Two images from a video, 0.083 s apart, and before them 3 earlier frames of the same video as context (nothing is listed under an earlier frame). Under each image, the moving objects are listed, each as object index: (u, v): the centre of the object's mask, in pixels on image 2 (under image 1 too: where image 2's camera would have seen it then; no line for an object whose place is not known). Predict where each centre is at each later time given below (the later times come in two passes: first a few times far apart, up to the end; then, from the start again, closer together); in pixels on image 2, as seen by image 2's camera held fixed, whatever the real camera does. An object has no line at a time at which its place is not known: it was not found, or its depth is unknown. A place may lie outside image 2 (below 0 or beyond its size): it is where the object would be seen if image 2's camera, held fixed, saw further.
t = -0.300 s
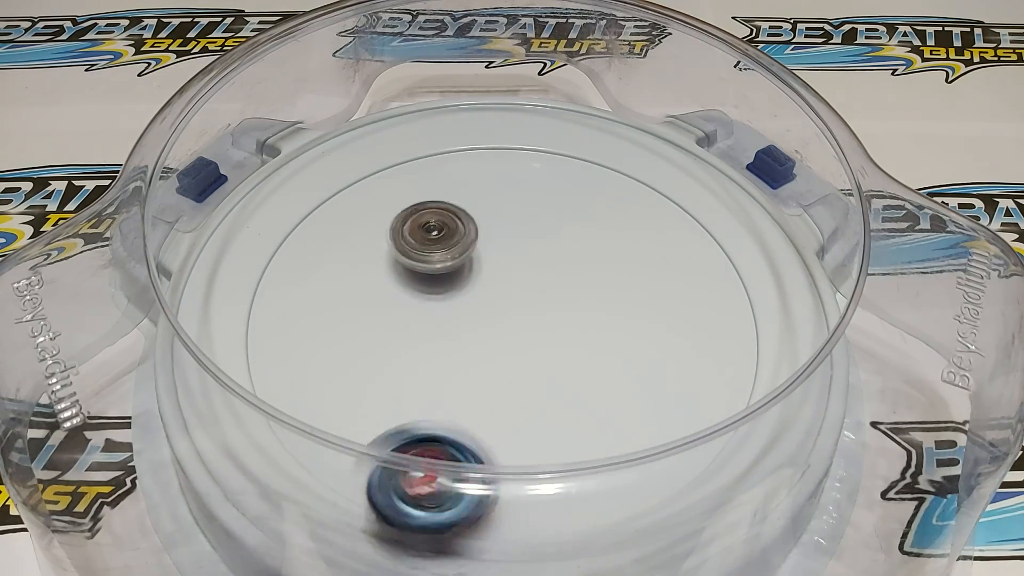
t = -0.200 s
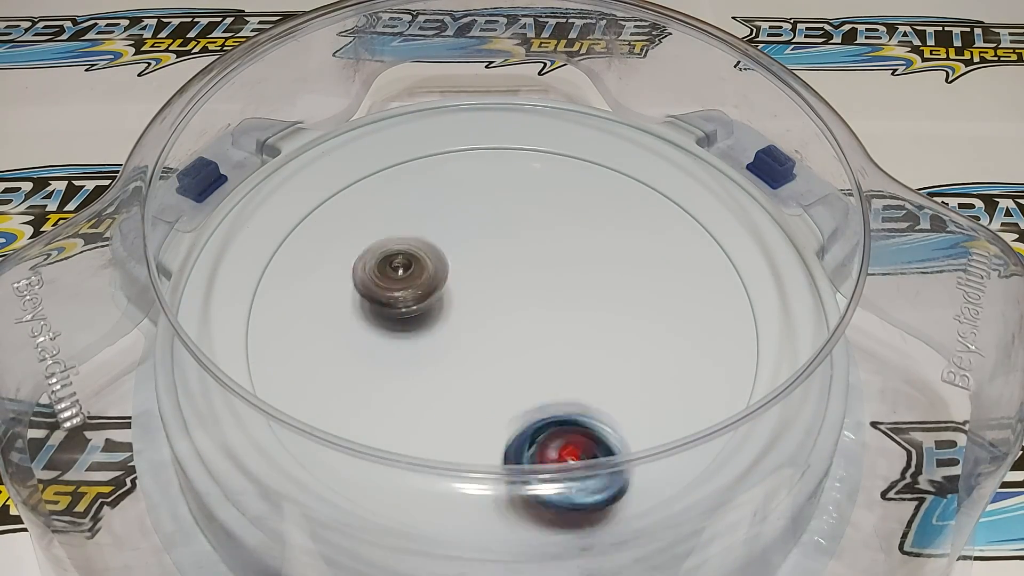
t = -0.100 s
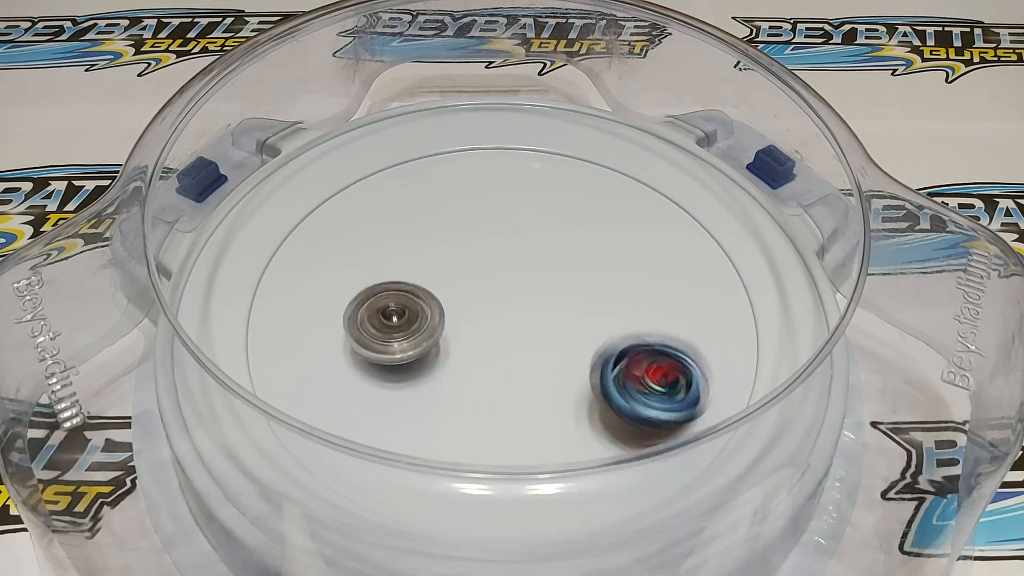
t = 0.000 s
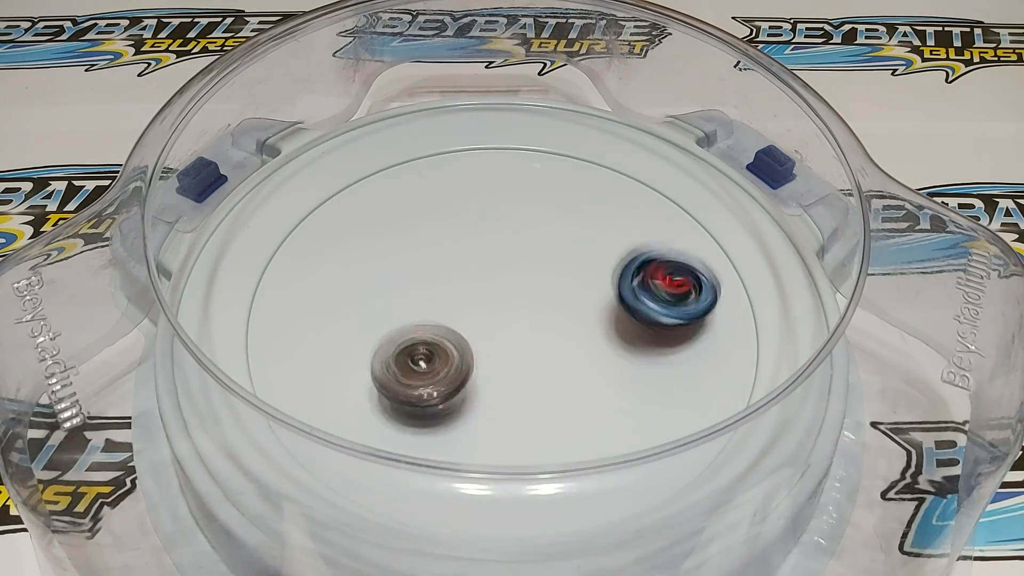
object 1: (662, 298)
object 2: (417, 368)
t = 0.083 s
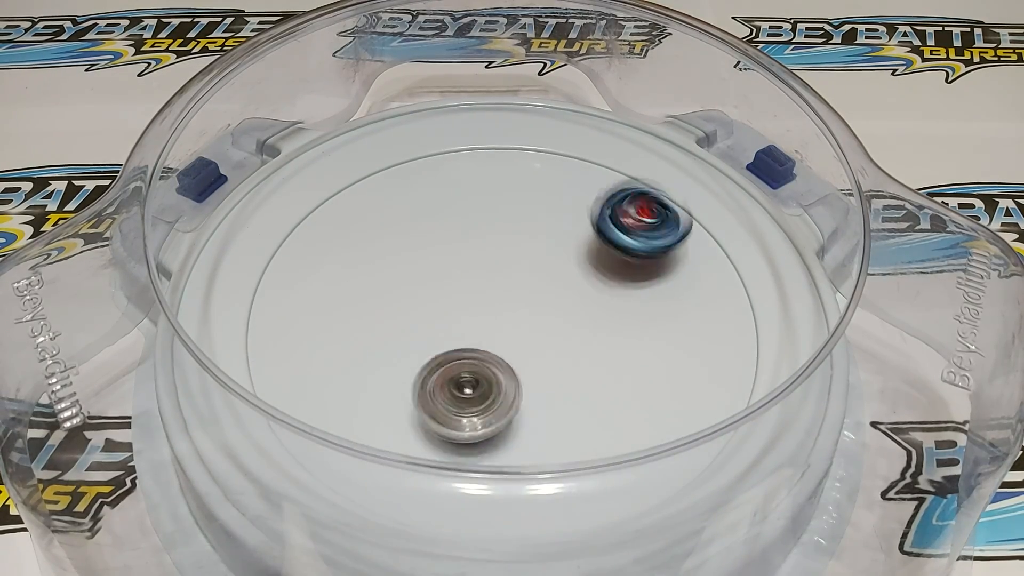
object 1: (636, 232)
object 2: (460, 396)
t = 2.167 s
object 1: (688, 326)
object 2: (410, 370)
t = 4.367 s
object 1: (617, 454)
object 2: (390, 330)
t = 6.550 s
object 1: (412, 407)
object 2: (392, 278)
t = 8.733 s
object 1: (377, 344)
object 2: (440, 234)
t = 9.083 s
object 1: (605, 409)
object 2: (450, 367)
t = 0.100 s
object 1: (629, 220)
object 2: (471, 400)
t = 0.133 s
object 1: (609, 199)
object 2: (499, 404)
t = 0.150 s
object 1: (600, 187)
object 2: (512, 403)
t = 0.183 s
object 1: (575, 170)
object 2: (529, 399)
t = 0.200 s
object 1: (563, 162)
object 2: (540, 398)
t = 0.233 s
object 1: (536, 149)
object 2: (557, 392)
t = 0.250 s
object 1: (523, 145)
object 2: (568, 387)
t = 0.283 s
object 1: (493, 138)
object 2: (586, 371)
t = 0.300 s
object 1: (479, 136)
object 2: (599, 363)
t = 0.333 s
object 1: (449, 138)
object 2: (605, 346)
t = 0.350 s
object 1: (436, 142)
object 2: (609, 338)
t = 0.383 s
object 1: (408, 152)
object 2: (612, 320)
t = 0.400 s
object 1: (395, 159)
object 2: (614, 309)
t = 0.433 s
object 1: (370, 177)
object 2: (610, 288)
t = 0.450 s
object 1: (359, 187)
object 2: (607, 281)
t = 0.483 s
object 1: (342, 211)
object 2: (597, 265)
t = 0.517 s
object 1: (330, 240)
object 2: (583, 251)
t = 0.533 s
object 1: (330, 256)
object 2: (578, 243)
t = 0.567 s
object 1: (328, 287)
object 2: (561, 231)
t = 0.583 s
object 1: (333, 303)
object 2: (551, 227)
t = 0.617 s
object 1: (343, 334)
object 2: (530, 220)
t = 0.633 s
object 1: (352, 349)
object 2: (519, 217)
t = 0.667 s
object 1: (372, 376)
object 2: (497, 214)
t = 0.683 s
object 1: (387, 390)
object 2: (486, 213)
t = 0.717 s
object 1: (418, 407)
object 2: (465, 214)
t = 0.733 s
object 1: (437, 415)
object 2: (455, 216)
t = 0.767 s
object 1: (474, 442)
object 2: (435, 223)
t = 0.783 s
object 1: (495, 448)
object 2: (426, 227)
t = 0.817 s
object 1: (538, 453)
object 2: (411, 236)
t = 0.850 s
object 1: (580, 455)
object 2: (396, 246)
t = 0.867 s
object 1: (604, 452)
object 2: (389, 254)
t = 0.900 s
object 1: (643, 445)
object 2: (379, 271)
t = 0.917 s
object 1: (663, 438)
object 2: (371, 281)
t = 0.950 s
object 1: (694, 422)
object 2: (368, 298)
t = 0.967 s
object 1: (709, 412)
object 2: (367, 303)
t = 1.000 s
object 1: (725, 377)
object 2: (375, 324)
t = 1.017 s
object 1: (735, 364)
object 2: (373, 335)
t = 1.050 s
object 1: (739, 349)
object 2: (386, 356)
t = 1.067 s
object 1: (739, 334)
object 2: (395, 365)
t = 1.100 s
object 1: (731, 307)
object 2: (417, 375)
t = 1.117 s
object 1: (725, 294)
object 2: (424, 384)
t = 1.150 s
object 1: (705, 271)
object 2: (447, 397)
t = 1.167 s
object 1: (699, 252)
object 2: (462, 401)
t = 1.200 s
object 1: (667, 242)
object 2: (497, 402)
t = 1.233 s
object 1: (638, 226)
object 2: (520, 402)
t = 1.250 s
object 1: (621, 220)
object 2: (532, 401)
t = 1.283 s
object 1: (590, 208)
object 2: (562, 393)
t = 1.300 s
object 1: (573, 204)
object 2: (571, 384)
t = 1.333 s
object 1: (540, 198)
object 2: (591, 374)
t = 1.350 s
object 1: (523, 196)
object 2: (597, 368)
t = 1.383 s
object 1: (491, 192)
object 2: (615, 350)
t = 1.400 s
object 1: (474, 192)
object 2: (618, 339)
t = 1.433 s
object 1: (443, 192)
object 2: (623, 323)
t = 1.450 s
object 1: (427, 192)
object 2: (624, 315)
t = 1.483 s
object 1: (396, 189)
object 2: (624, 296)
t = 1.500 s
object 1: (379, 190)
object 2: (622, 285)
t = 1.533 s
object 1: (350, 197)
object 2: (615, 271)
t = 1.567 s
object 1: (323, 211)
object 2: (608, 256)
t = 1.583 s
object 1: (311, 226)
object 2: (603, 248)
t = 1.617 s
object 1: (290, 242)
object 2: (589, 235)
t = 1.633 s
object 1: (280, 253)
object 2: (581, 230)
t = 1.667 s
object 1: (267, 275)
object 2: (562, 220)
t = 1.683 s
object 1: (259, 281)
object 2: (553, 216)
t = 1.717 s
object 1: (262, 315)
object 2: (534, 209)
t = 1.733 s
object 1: (264, 331)
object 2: (523, 208)
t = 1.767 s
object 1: (280, 353)
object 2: (501, 207)
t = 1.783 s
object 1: (291, 364)
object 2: (492, 206)
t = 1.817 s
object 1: (320, 383)
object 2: (471, 209)
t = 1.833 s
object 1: (337, 391)
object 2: (460, 211)
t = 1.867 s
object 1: (377, 406)
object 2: (440, 220)
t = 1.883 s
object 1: (399, 413)
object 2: (432, 224)
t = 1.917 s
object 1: (443, 421)
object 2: (415, 233)
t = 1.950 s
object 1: (487, 423)
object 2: (397, 250)
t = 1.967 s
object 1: (510, 422)
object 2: (395, 258)
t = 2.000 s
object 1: (552, 417)
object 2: (386, 271)
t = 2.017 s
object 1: (570, 412)
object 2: (378, 282)
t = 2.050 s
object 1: (607, 400)
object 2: (376, 305)
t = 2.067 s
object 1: (623, 392)
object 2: (377, 316)
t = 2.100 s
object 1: (651, 373)
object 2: (382, 330)
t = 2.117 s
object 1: (662, 361)
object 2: (387, 340)
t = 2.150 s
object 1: (681, 339)
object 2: (398, 362)
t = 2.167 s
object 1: (688, 326)
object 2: (410, 370)
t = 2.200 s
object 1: (699, 301)
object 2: (425, 381)
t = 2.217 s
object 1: (701, 289)
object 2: (436, 389)
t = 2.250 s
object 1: (704, 265)
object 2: (458, 401)
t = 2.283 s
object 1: (700, 242)
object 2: (483, 403)
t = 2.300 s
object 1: (697, 231)
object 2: (497, 406)
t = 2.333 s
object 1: (684, 209)
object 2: (521, 407)
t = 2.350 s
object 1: (675, 201)
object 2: (539, 404)
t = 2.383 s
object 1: (654, 184)
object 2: (557, 397)
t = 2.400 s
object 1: (643, 178)
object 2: (566, 395)
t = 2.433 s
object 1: (616, 168)
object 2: (592, 382)
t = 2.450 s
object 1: (602, 166)
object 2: (596, 373)
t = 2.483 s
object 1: (571, 162)
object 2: (610, 363)
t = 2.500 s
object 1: (557, 163)
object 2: (617, 353)
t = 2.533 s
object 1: (524, 165)
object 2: (625, 334)
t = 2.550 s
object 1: (510, 170)
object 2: (628, 326)
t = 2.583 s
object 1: (478, 178)
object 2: (630, 309)
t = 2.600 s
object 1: (464, 184)
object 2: (629, 297)
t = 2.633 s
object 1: (435, 197)
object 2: (623, 282)
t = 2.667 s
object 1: (410, 205)
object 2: (618, 266)
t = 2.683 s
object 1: (397, 215)
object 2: (611, 258)
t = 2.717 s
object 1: (375, 233)
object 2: (596, 246)
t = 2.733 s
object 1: (363, 241)
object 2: (587, 240)
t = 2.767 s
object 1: (345, 263)
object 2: (569, 229)
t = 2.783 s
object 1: (336, 273)
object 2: (559, 225)
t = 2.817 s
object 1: (323, 298)
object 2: (537, 219)
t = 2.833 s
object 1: (317, 309)
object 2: (527, 217)
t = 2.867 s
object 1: (313, 343)
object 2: (504, 214)
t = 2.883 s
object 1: (308, 350)
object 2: (493, 215)
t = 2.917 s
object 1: (314, 373)
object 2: (471, 214)
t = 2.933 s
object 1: (320, 385)
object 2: (462, 218)
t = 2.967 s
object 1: (333, 418)
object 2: (441, 225)
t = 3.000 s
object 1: (355, 441)
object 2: (424, 231)
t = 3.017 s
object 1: (370, 452)
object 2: (415, 237)
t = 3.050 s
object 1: (401, 470)
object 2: (400, 251)
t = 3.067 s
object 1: (422, 476)
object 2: (395, 258)
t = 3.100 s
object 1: (464, 480)
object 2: (384, 270)
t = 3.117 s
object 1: (486, 476)
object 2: (376, 280)
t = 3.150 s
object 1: (527, 471)
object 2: (376, 297)
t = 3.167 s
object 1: (545, 463)
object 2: (369, 303)
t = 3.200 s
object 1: (577, 430)
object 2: (370, 323)
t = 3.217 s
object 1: (592, 423)
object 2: (372, 334)
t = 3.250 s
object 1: (617, 409)
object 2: (380, 347)
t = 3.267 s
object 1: (627, 400)
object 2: (384, 356)
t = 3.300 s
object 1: (643, 378)
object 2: (403, 373)
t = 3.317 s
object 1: (648, 365)
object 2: (406, 376)
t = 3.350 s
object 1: (656, 339)
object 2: (423, 392)
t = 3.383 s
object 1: (657, 311)
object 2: (448, 399)
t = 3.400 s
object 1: (656, 299)
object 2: (459, 403)
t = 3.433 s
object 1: (650, 273)
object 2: (483, 408)
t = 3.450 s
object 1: (647, 261)
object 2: (502, 407)
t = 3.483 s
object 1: (636, 238)
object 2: (522, 404)
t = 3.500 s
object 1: (632, 227)
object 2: (533, 402)
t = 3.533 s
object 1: (616, 208)
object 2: (555, 390)
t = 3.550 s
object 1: (610, 198)
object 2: (565, 386)
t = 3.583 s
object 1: (591, 182)
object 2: (585, 373)
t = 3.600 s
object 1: (581, 173)
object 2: (594, 364)
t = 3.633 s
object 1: (558, 161)
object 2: (601, 352)
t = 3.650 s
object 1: (545, 156)
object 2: (606, 342)
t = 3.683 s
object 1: (519, 150)
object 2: (613, 325)
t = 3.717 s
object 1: (493, 147)
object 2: (616, 307)
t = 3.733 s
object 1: (480, 148)
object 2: (614, 297)
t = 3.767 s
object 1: (453, 152)
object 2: (609, 284)
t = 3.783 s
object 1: (440, 157)
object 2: (604, 275)
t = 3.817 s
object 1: (415, 168)
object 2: (596, 261)
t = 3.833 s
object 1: (405, 176)
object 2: (591, 255)
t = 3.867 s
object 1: (383, 195)
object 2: (577, 242)
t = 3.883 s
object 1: (375, 205)
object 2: (571, 237)
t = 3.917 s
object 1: (360, 229)
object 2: (554, 228)
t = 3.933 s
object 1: (356, 241)
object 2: (546, 223)
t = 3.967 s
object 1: (350, 267)
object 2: (529, 219)
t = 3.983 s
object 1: (348, 279)
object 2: (518, 216)
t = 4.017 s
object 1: (349, 306)
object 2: (499, 213)
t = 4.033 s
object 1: (351, 319)
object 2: (489, 213)
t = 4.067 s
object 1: (358, 344)
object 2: (469, 212)
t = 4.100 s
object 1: (372, 370)
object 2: (450, 219)
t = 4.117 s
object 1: (379, 383)
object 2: (440, 223)
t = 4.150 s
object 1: (399, 401)
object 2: (427, 228)
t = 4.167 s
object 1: (410, 408)
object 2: (419, 235)
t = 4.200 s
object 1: (439, 421)
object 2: (406, 244)
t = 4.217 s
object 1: (457, 428)
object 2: (399, 252)
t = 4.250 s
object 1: (485, 448)
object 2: (390, 270)
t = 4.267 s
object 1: (506, 462)
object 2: (387, 274)
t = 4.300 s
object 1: (543, 466)
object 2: (382, 294)
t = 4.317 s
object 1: (564, 465)
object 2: (383, 305)
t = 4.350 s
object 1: (600, 460)
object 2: (387, 320)
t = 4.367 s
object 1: (617, 454)
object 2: (390, 330)
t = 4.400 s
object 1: (645, 441)
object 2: (402, 344)
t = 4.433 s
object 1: (669, 420)
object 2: (416, 362)
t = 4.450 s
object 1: (679, 401)
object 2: (426, 371)
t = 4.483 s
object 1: (691, 376)
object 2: (446, 380)
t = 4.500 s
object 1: (694, 366)
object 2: (457, 387)
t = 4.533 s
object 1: (687, 345)
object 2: (483, 392)
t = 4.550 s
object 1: (688, 325)
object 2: (495, 395)
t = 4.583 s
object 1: (672, 308)
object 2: (520, 397)
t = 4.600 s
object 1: (670, 290)
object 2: (532, 395)
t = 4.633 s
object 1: (653, 268)
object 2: (555, 391)
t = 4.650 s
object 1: (640, 266)
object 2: (566, 386)
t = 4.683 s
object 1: (619, 249)
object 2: (584, 378)
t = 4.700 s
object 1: (608, 240)
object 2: (593, 371)
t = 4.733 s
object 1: (584, 225)
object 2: (608, 358)
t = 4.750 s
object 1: (572, 218)
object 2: (614, 351)
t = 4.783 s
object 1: (549, 207)
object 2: (624, 335)
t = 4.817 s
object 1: (524, 195)
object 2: (628, 318)
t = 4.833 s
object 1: (511, 192)
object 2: (630, 309)
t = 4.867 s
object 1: (483, 184)
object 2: (623, 295)
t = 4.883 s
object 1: (470, 181)
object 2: (621, 284)
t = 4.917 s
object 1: (443, 178)
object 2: (613, 272)
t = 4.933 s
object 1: (429, 178)
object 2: (607, 264)
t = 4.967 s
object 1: (404, 180)
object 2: (596, 251)
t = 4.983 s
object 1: (391, 182)
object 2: (588, 246)
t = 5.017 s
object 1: (366, 190)
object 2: (572, 233)
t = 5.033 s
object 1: (353, 194)
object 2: (564, 231)
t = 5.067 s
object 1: (337, 210)
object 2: (545, 222)
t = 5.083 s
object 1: (328, 219)
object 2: (534, 220)
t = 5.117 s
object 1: (318, 239)
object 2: (513, 217)
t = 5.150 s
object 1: (312, 262)
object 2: (493, 218)
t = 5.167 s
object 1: (313, 274)
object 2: (482, 220)
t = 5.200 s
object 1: (317, 299)
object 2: (466, 222)
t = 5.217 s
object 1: (324, 312)
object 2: (452, 227)
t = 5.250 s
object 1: (341, 337)
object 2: (438, 232)
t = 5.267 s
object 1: (350, 348)
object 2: (429, 238)
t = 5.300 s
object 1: (376, 369)
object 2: (415, 247)
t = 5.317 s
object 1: (388, 373)
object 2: (408, 255)
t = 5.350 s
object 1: (421, 391)
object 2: (398, 270)
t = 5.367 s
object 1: (437, 400)
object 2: (393, 274)
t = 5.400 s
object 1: (471, 409)
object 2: (387, 295)
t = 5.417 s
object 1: (487, 412)
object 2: (386, 298)
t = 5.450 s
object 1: (523, 413)
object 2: (386, 319)
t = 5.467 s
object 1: (542, 414)
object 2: (389, 327)
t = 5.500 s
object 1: (577, 412)
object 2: (393, 342)
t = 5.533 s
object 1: (611, 407)
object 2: (404, 355)
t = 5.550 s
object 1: (625, 404)
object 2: (411, 363)
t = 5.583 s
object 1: (656, 392)
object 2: (426, 376)
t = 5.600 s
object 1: (668, 385)
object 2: (435, 382)
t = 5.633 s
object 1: (691, 371)
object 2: (455, 395)
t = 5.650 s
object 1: (698, 362)
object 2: (466, 396)
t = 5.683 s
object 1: (710, 339)
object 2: (488, 404)
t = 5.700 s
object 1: (714, 328)
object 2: (500, 402)
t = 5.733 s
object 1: (711, 306)
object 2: (522, 402)
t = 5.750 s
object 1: (708, 295)
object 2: (533, 396)
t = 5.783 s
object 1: (695, 275)
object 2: (553, 393)
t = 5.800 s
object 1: (688, 266)
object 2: (563, 389)
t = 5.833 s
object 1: (668, 252)
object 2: (579, 378)
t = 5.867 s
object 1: (645, 237)
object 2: (595, 364)
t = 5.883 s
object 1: (631, 232)
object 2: (599, 358)
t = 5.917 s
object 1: (605, 222)
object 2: (610, 340)
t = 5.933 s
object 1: (593, 211)
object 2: (609, 334)
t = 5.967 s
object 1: (561, 213)
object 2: (616, 315)
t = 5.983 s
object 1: (547, 212)
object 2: (612, 308)
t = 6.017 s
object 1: (517, 211)
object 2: (609, 289)
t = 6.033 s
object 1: (504, 210)
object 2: (605, 284)
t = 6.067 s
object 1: (477, 212)
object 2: (597, 268)
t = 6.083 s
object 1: (463, 212)
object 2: (591, 263)
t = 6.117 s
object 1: (435, 216)
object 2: (579, 250)
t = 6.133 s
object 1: (420, 218)
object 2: (577, 245)
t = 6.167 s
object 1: (396, 224)
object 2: (557, 235)
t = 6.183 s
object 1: (383, 228)
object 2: (550, 231)
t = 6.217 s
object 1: (360, 238)
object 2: (532, 226)
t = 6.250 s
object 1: (337, 250)
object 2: (516, 222)
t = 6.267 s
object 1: (327, 257)
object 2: (506, 221)
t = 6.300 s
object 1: (311, 275)
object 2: (488, 220)
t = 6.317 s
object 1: (305, 283)
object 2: (478, 221)
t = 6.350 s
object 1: (298, 304)
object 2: (465, 222)
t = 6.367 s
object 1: (295, 315)
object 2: (452, 226)
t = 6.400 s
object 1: (301, 338)
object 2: (440, 229)
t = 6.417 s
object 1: (306, 350)
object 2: (433, 234)
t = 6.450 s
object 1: (325, 369)
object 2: (419, 242)
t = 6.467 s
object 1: (336, 377)
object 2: (412, 248)
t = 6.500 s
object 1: (363, 390)
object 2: (402, 259)
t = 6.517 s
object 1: (380, 397)
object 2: (398, 267)
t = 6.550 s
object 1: (412, 407)
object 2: (392, 278)
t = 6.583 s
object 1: (451, 411)
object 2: (389, 298)
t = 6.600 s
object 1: (469, 413)
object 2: (389, 301)
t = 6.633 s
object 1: (504, 412)
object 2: (393, 322)
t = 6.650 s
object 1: (522, 410)
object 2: (396, 325)
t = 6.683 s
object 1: (554, 402)
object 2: (407, 345)
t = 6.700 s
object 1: (570, 397)
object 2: (412, 347)
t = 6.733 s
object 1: (597, 383)
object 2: (428, 364)
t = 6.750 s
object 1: (611, 377)
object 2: (437, 366)
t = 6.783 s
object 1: (634, 361)
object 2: (456, 379)
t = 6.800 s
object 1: (644, 350)
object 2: (467, 379)
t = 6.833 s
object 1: (659, 333)
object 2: (489, 388)
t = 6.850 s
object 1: (666, 322)
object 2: (500, 386)
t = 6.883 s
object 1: (676, 301)
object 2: (522, 387)
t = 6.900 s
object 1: (678, 290)
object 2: (533, 384)
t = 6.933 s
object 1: (679, 269)
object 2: (552, 380)
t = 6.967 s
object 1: (675, 250)
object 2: (569, 372)
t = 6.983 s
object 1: (670, 239)
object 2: (577, 367)
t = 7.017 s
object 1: (656, 224)
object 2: (591, 357)
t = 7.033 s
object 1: (647, 216)
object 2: (599, 348)
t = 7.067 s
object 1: (630, 204)
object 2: (603, 337)
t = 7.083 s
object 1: (618, 199)
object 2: (612, 327)
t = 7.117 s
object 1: (592, 193)
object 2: (612, 315)
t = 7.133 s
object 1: (579, 192)
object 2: (613, 304)
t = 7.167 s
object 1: (553, 190)
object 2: (611, 293)
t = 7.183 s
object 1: (539, 191)
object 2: (610, 283)
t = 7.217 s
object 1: (510, 196)
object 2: (602, 273)
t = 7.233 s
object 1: (499, 198)
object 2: (599, 264)
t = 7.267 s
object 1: (474, 207)
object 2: (587, 255)
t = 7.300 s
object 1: (449, 217)
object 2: (575, 245)
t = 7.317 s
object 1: (438, 223)
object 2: (567, 240)
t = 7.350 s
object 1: (417, 234)
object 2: (553, 233)
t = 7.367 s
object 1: (407, 242)
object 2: (544, 229)
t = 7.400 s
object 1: (385, 256)
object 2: (527, 225)
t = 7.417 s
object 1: (376, 264)
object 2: (517, 222)
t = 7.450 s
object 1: (360, 282)
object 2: (499, 224)
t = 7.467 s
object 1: (353, 290)
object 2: (490, 222)
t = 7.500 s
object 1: (341, 310)
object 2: (471, 228)
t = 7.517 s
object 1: (336, 320)
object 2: (467, 227)
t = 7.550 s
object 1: (332, 342)
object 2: (449, 237)
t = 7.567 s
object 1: (331, 354)
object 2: (443, 238)
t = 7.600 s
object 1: (335, 374)
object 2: (424, 252)
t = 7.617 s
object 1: (341, 383)
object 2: (423, 253)
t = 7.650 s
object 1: (356, 396)
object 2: (412, 270)
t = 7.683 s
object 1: (381, 409)
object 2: (404, 281)
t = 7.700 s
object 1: (394, 414)
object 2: (402, 290)
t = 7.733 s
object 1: (425, 424)
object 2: (397, 304)
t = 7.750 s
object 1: (443, 427)
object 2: (398, 311)
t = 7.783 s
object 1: (476, 428)
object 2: (400, 327)
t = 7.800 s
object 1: (493, 429)
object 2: (403, 331)
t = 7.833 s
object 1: (524, 423)
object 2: (410, 349)
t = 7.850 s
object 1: (539, 418)
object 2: (416, 353)
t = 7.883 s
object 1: (566, 408)
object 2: (428, 369)
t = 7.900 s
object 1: (576, 401)
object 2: (435, 370)
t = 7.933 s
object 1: (600, 384)
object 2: (451, 384)
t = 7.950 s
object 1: (607, 374)
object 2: (461, 385)
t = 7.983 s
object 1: (620, 353)
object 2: (480, 392)
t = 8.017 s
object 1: (630, 332)
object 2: (500, 397)
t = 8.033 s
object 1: (634, 321)
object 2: (511, 394)
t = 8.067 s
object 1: (637, 300)
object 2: (531, 393)
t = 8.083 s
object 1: (637, 290)
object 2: (540, 390)
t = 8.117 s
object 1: (636, 269)
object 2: (557, 383)
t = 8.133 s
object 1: (632, 259)
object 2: (565, 379)
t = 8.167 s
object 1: (626, 239)
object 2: (581, 370)
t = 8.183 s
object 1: (623, 231)
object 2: (586, 362)
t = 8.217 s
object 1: (609, 214)
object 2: (597, 351)
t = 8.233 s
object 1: (603, 207)
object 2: (601, 342)
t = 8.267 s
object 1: (586, 195)
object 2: (607, 327)
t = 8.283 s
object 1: (577, 189)
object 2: (604, 320)
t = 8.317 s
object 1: (555, 182)
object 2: (604, 305)
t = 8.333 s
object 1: (544, 179)
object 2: (602, 297)
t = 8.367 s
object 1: (522, 176)
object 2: (596, 284)
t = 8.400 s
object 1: (497, 179)
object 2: (586, 270)
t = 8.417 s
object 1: (486, 181)
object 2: (581, 265)
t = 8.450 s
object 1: (464, 189)
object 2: (569, 254)
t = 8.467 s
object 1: (452, 194)
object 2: (562, 248)
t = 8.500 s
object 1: (434, 207)
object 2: (549, 241)
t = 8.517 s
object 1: (424, 214)
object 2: (540, 235)
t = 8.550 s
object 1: (407, 231)
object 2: (524, 231)
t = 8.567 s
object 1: (402, 240)
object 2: (517, 227)
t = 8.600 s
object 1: (389, 259)
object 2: (499, 224)
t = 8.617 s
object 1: (385, 269)
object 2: (491, 226)
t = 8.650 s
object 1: (377, 290)
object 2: (479, 223)
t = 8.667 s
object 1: (376, 300)
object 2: (467, 227)
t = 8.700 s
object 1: (374, 322)
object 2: (455, 229)
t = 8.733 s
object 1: (377, 344)
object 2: (440, 234)
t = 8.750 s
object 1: (379, 355)
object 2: (433, 239)
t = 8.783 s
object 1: (386, 376)
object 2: (421, 247)
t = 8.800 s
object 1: (391, 382)
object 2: (414, 254)
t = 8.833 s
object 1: (409, 402)
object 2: (405, 265)
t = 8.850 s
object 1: (417, 408)
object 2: (401, 274)
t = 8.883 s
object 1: (442, 420)
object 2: (396, 287)
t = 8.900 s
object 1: (456, 424)
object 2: (391, 298)
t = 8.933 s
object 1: (485, 430)
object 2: (395, 310)
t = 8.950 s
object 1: (500, 432)
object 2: (398, 316)
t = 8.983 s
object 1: (526, 433)
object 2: (405, 334)
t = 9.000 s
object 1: (543, 430)
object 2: (410, 338)
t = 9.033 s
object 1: (572, 425)
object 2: (424, 355)
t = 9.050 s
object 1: (582, 420)
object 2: (432, 358)
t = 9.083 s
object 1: (605, 409)
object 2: (450, 367)
